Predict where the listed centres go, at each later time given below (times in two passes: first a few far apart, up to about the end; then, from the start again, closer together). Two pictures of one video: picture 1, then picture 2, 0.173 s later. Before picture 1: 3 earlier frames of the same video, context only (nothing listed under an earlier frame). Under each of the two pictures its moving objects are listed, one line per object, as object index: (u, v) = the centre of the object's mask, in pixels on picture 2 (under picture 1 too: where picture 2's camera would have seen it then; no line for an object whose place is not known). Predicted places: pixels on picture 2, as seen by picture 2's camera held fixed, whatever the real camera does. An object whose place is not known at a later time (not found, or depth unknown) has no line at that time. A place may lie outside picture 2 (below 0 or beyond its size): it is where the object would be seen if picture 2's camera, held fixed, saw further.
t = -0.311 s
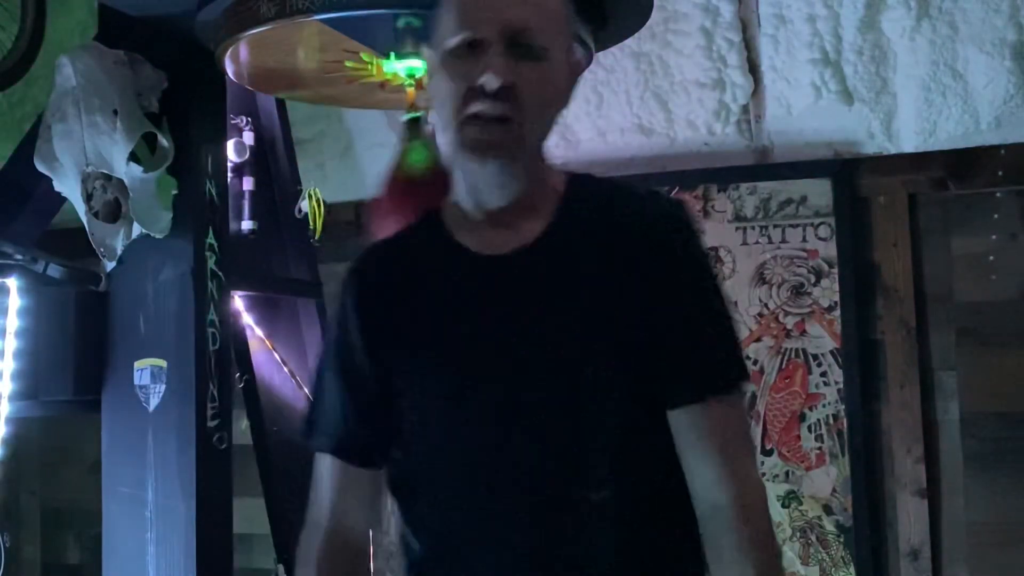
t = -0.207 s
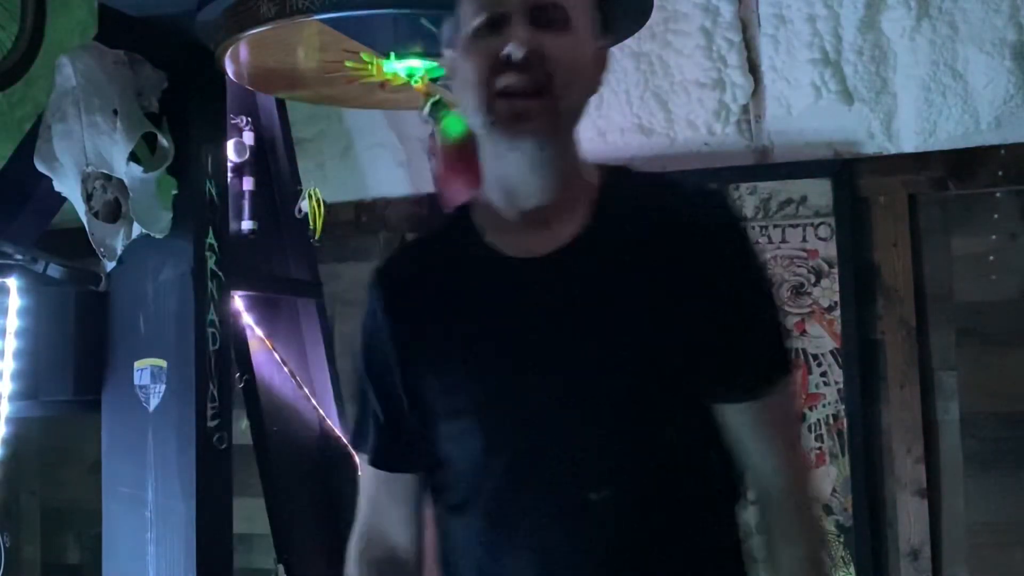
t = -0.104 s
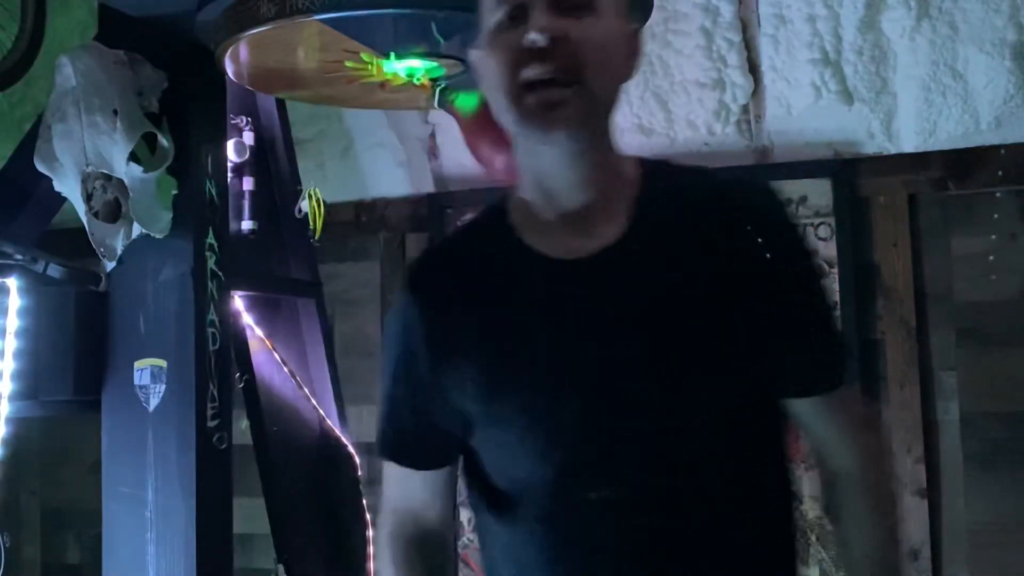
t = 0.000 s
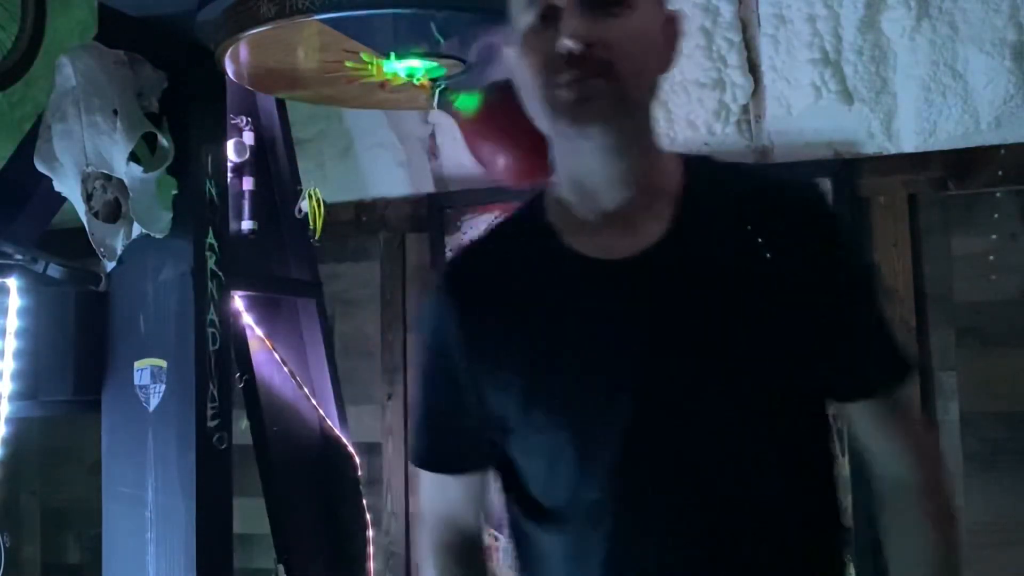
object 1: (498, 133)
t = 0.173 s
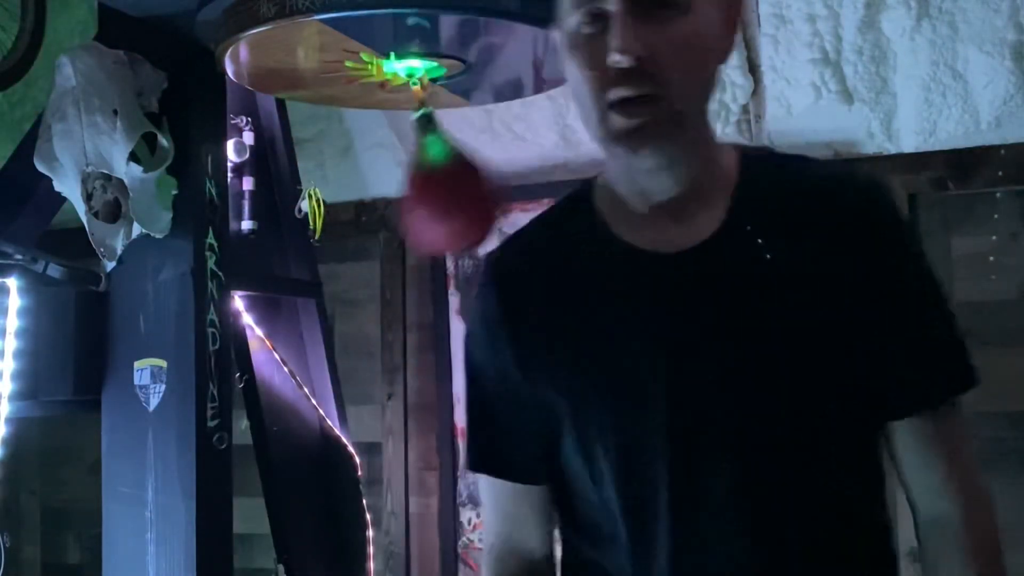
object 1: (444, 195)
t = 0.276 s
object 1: (381, 204)
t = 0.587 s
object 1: (342, 183)
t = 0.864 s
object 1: (481, 169)
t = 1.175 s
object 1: (464, 184)
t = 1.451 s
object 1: (337, 174)
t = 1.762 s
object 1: (410, 204)
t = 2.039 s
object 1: (494, 154)
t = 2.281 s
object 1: (420, 202)
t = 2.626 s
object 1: (356, 189)
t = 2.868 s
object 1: (446, 192)
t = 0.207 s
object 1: (422, 202)
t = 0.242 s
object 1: (403, 206)
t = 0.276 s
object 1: (381, 204)
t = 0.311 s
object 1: (365, 198)
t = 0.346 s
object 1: (348, 189)
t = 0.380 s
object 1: (337, 179)
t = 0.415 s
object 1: (327, 162)
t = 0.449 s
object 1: (326, 160)
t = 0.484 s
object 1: (326, 161)
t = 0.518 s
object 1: (329, 165)
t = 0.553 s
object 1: (333, 174)
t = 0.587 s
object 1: (342, 183)
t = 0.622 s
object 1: (354, 191)
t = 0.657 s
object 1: (371, 199)
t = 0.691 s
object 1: (388, 205)
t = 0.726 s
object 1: (408, 204)
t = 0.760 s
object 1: (427, 201)
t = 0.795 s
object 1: (449, 191)
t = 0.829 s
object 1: (467, 181)
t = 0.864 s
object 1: (481, 169)
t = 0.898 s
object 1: (492, 157)
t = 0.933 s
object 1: (500, 148)
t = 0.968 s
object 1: (505, 142)
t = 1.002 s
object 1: (506, 140)
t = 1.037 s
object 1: (504, 143)
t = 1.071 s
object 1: (498, 150)
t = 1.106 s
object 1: (490, 160)
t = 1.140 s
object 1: (477, 171)
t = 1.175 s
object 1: (464, 184)
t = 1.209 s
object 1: (445, 194)
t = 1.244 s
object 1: (426, 201)
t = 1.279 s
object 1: (408, 205)
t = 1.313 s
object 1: (391, 205)
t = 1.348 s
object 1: (360, 195)
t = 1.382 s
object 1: (348, 186)
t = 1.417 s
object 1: (340, 179)
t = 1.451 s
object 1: (337, 174)
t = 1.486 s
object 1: (335, 173)
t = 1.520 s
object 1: (335, 173)
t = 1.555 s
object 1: (339, 175)
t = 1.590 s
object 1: (343, 180)
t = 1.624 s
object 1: (351, 187)
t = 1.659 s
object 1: (364, 195)
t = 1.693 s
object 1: (376, 200)
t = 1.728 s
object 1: (391, 204)
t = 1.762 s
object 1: (410, 204)
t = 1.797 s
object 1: (426, 201)
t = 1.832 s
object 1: (443, 195)
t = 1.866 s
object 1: (459, 186)
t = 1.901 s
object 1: (472, 176)
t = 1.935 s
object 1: (481, 166)
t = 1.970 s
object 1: (490, 159)
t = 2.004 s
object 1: (493, 154)
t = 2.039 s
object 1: (494, 154)
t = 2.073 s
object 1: (492, 157)
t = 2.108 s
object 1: (486, 162)
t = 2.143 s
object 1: (477, 170)
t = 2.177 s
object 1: (466, 180)
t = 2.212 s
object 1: (452, 189)
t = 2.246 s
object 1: (437, 196)
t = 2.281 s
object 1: (420, 202)
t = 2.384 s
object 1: (365, 195)
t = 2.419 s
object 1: (356, 189)
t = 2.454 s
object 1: (349, 184)
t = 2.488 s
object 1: (346, 183)
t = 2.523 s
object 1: (345, 181)
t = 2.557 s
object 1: (347, 181)
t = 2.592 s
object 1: (350, 184)
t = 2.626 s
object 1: (356, 189)
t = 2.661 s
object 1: (365, 194)
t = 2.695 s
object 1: (375, 199)
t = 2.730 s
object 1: (387, 203)
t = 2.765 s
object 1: (403, 204)
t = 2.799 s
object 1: (416, 202)
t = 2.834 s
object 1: (432, 198)
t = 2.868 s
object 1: (446, 192)
